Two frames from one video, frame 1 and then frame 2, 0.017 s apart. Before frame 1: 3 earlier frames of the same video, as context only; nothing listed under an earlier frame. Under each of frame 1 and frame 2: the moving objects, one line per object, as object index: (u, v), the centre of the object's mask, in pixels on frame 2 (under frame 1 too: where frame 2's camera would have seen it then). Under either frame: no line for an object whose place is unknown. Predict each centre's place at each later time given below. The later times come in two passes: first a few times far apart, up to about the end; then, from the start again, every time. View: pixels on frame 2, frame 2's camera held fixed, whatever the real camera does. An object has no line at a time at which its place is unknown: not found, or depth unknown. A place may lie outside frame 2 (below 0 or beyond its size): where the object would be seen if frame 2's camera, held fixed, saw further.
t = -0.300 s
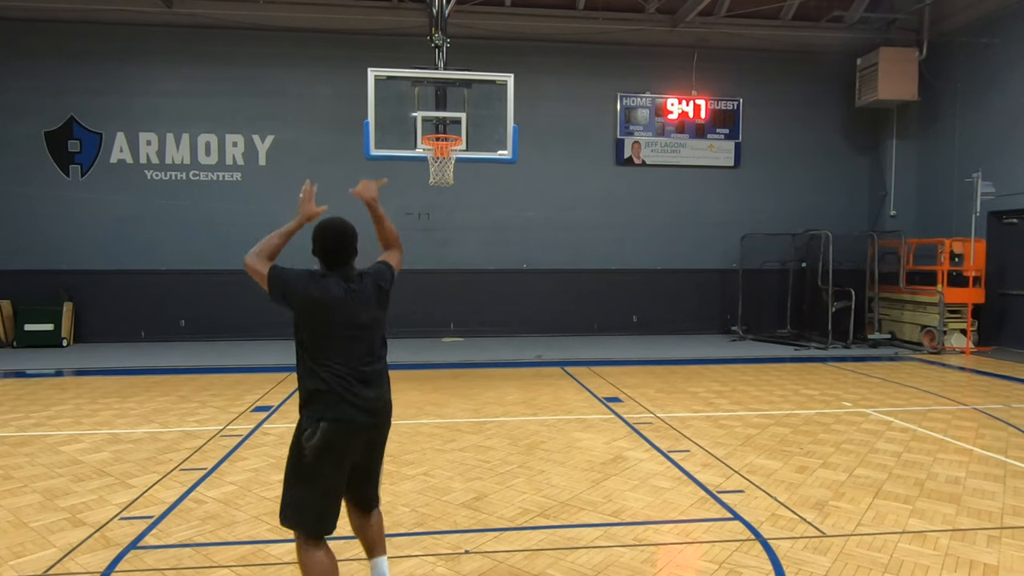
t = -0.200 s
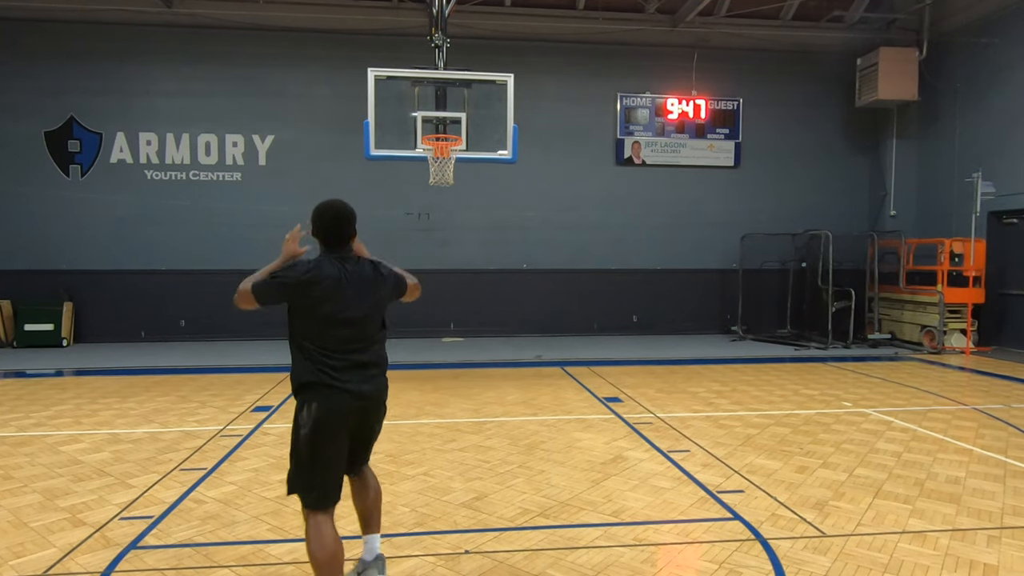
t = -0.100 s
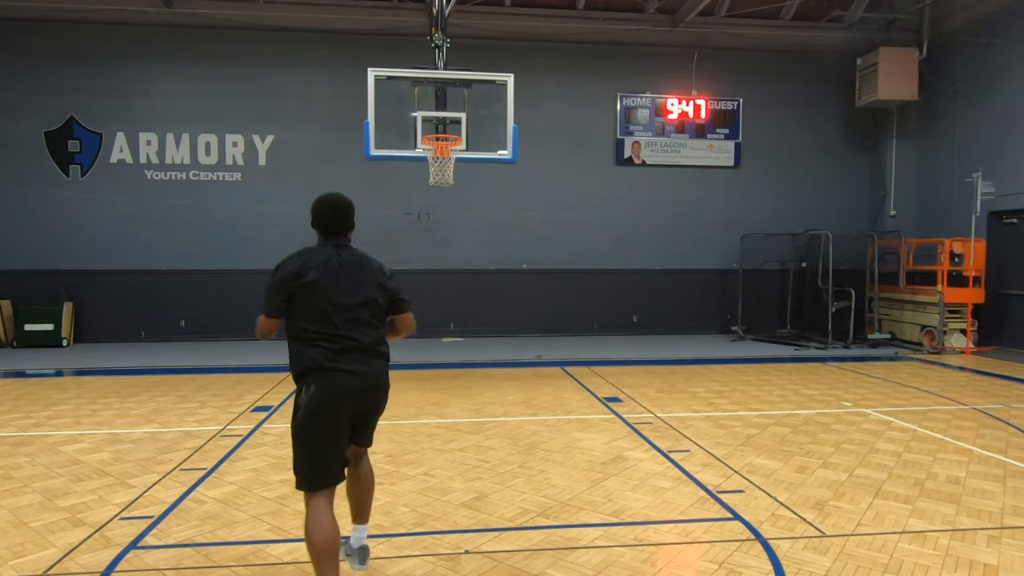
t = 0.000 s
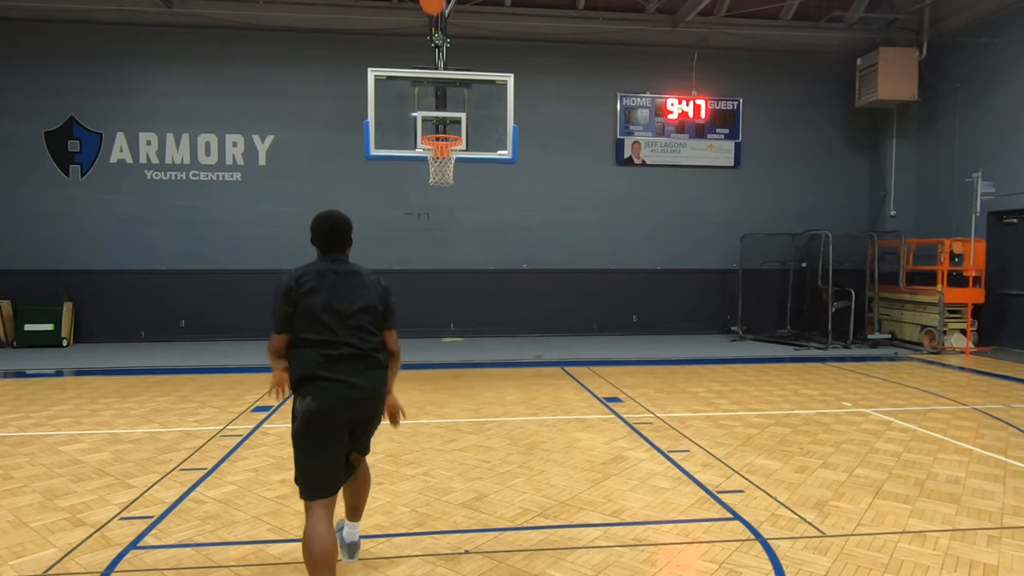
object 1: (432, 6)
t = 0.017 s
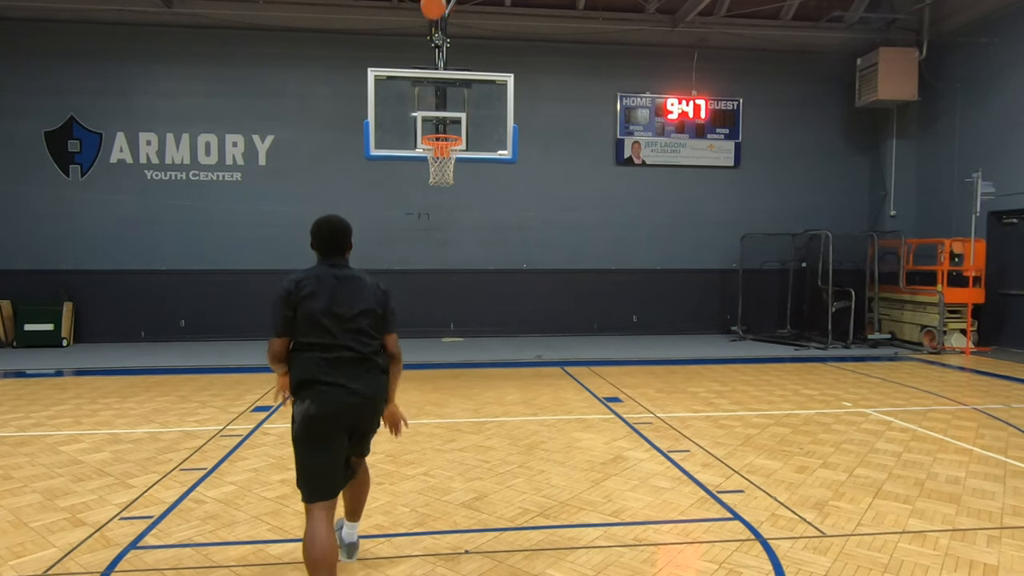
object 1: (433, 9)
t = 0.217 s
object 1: (442, 75)
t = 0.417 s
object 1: (443, 154)
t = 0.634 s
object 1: (414, 233)
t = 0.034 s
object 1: (433, 12)
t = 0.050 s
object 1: (434, 16)
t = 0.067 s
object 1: (435, 21)
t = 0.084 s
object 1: (436, 27)
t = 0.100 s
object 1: (437, 32)
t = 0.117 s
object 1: (437, 38)
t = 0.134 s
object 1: (438, 44)
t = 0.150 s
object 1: (439, 50)
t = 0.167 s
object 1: (440, 56)
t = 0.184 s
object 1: (440, 62)
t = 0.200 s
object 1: (441, 68)
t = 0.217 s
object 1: (442, 75)
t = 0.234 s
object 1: (443, 83)
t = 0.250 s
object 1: (443, 89)
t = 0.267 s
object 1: (443, 95)
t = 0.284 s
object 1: (444, 101)
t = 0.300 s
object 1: (445, 109)
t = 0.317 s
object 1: (445, 116)
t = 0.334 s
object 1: (445, 123)
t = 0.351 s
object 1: (446, 127)
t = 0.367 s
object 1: (446, 132)
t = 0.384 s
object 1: (446, 146)
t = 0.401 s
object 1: (444, 149)
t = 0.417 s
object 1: (443, 154)
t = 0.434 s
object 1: (441, 155)
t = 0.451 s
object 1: (437, 165)
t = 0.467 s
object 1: (435, 171)
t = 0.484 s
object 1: (433, 176)
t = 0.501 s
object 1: (431, 182)
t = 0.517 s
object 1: (429, 188)
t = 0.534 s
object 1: (427, 193)
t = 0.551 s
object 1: (424, 199)
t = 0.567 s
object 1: (423, 206)
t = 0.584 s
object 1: (420, 212)
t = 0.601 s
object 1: (418, 219)
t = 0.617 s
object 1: (417, 226)
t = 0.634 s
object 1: (414, 233)
